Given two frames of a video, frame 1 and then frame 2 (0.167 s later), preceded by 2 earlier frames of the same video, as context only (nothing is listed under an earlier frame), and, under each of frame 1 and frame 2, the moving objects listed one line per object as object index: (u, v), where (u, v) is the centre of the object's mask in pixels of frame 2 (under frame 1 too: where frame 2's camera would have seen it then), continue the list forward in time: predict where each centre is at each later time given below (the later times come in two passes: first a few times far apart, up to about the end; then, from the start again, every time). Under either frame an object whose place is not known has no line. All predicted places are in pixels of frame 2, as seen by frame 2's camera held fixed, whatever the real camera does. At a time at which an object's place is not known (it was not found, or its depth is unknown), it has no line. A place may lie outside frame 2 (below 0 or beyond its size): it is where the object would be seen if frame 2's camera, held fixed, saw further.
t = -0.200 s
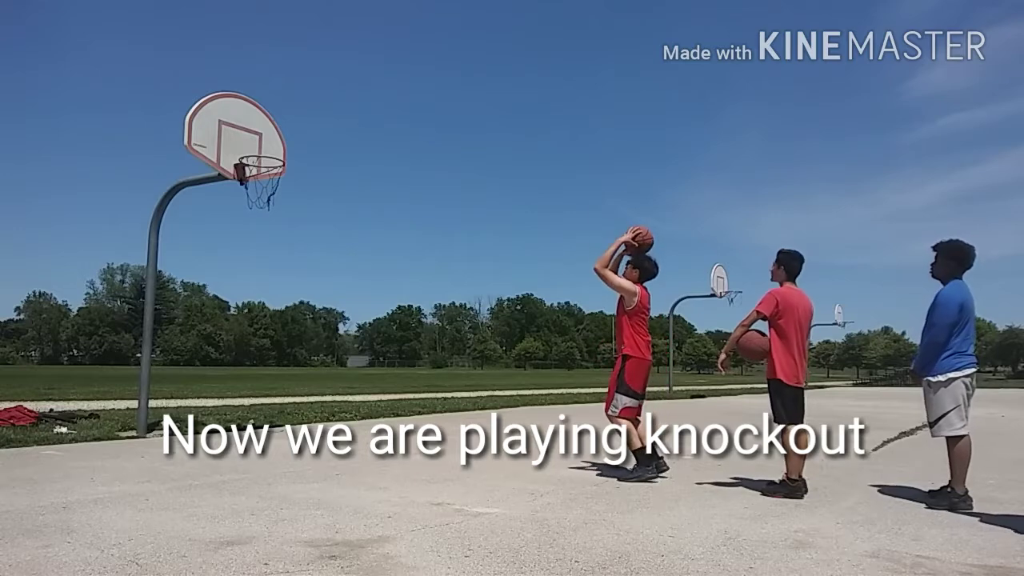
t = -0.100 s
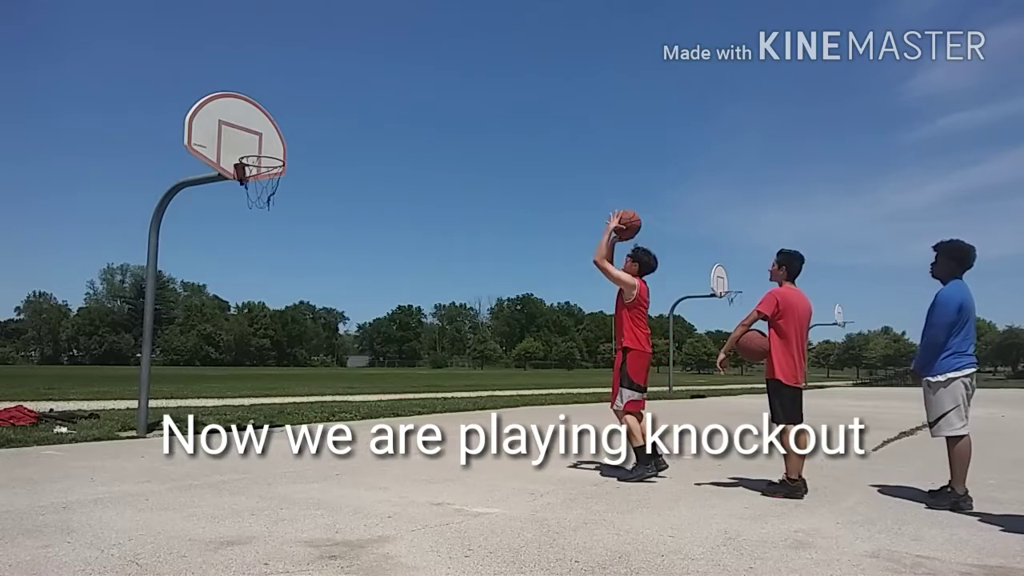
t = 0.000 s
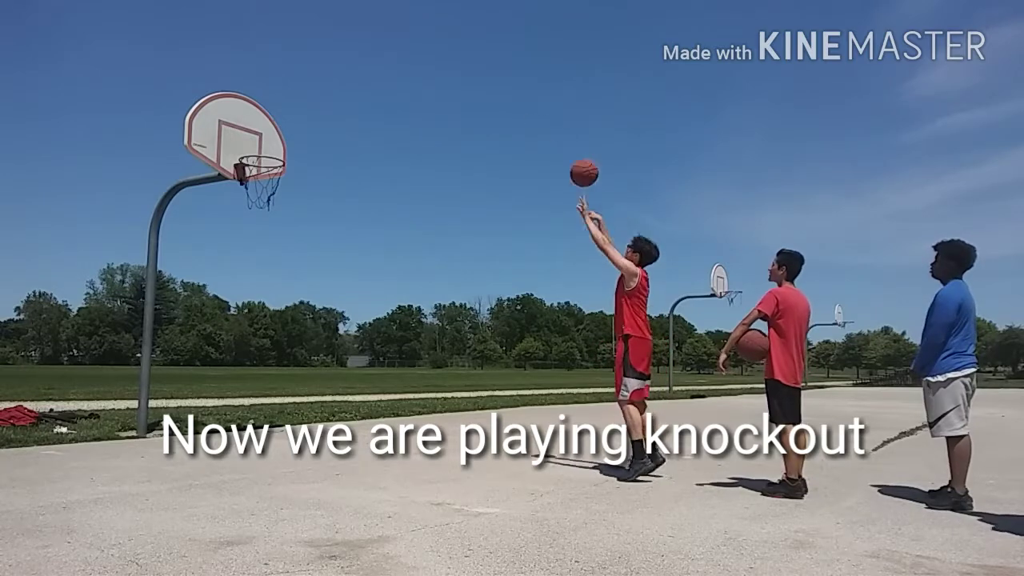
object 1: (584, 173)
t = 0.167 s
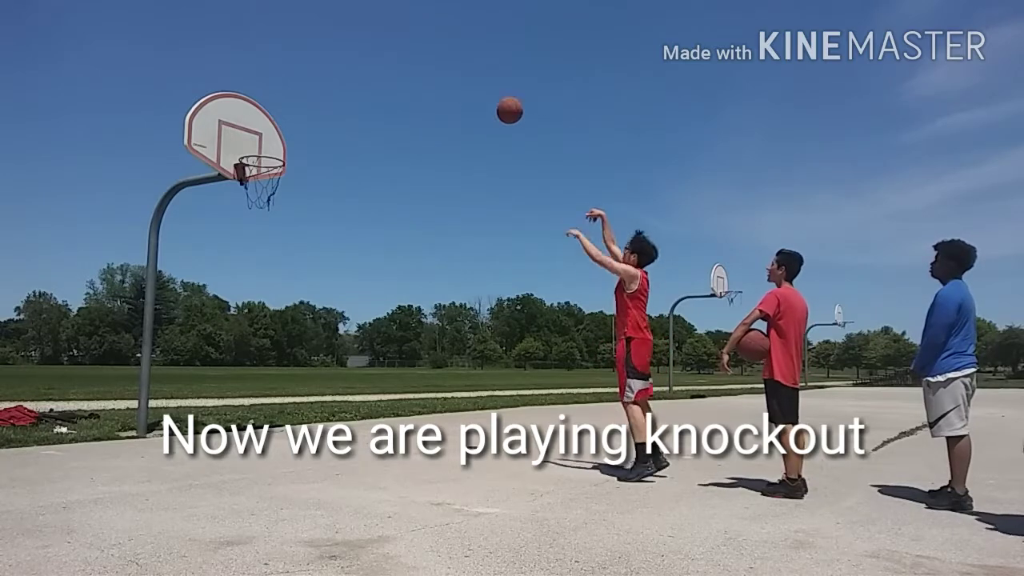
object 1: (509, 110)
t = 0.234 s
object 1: (482, 95)
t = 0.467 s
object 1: (395, 81)
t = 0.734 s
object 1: (307, 126)
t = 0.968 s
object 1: (308, 164)
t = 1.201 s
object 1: (364, 226)
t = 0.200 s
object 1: (496, 102)
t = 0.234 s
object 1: (482, 95)
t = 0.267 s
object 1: (469, 90)
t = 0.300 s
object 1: (456, 86)
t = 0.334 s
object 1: (443, 82)
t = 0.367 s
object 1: (431, 80)
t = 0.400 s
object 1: (418, 79)
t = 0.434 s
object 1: (406, 80)
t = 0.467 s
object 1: (395, 81)
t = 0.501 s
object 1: (383, 84)
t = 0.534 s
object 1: (372, 87)
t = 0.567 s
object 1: (360, 91)
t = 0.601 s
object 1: (350, 96)
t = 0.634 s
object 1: (339, 102)
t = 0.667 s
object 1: (328, 109)
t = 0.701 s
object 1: (318, 117)
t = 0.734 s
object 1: (307, 126)
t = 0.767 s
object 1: (297, 136)
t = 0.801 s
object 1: (287, 146)
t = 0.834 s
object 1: (280, 155)
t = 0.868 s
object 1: (287, 156)
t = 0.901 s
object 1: (294, 158)
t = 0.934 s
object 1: (301, 161)
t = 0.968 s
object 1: (308, 164)
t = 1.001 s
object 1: (316, 169)
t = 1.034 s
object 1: (323, 175)
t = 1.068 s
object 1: (331, 183)
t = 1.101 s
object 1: (339, 191)
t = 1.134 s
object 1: (347, 201)
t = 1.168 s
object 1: (356, 213)
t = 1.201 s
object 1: (364, 226)
